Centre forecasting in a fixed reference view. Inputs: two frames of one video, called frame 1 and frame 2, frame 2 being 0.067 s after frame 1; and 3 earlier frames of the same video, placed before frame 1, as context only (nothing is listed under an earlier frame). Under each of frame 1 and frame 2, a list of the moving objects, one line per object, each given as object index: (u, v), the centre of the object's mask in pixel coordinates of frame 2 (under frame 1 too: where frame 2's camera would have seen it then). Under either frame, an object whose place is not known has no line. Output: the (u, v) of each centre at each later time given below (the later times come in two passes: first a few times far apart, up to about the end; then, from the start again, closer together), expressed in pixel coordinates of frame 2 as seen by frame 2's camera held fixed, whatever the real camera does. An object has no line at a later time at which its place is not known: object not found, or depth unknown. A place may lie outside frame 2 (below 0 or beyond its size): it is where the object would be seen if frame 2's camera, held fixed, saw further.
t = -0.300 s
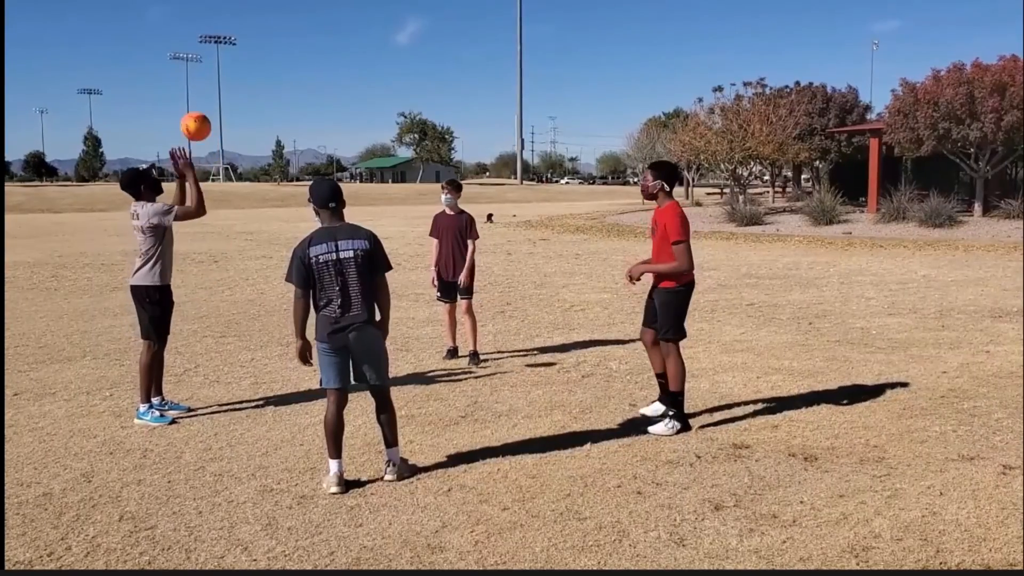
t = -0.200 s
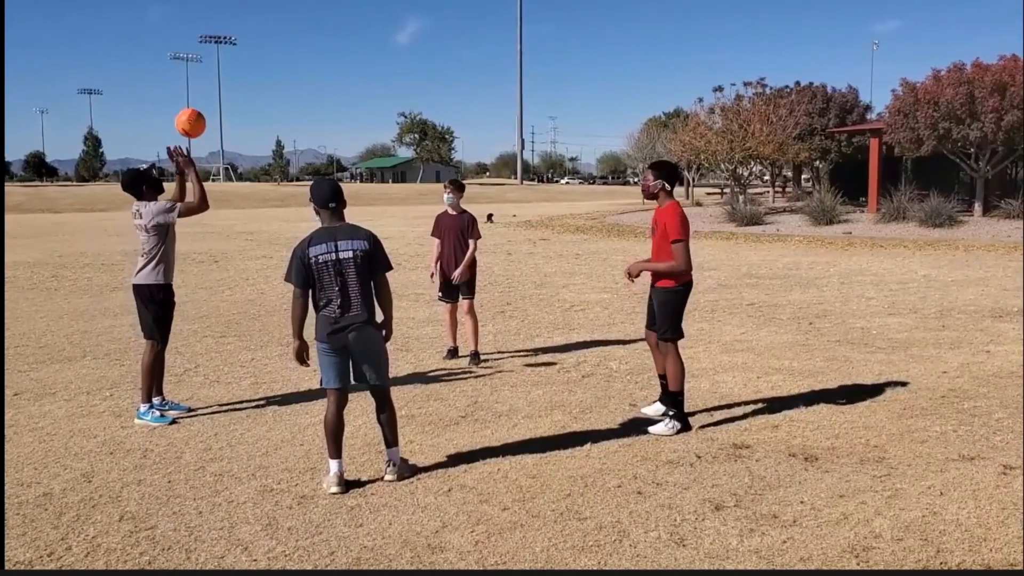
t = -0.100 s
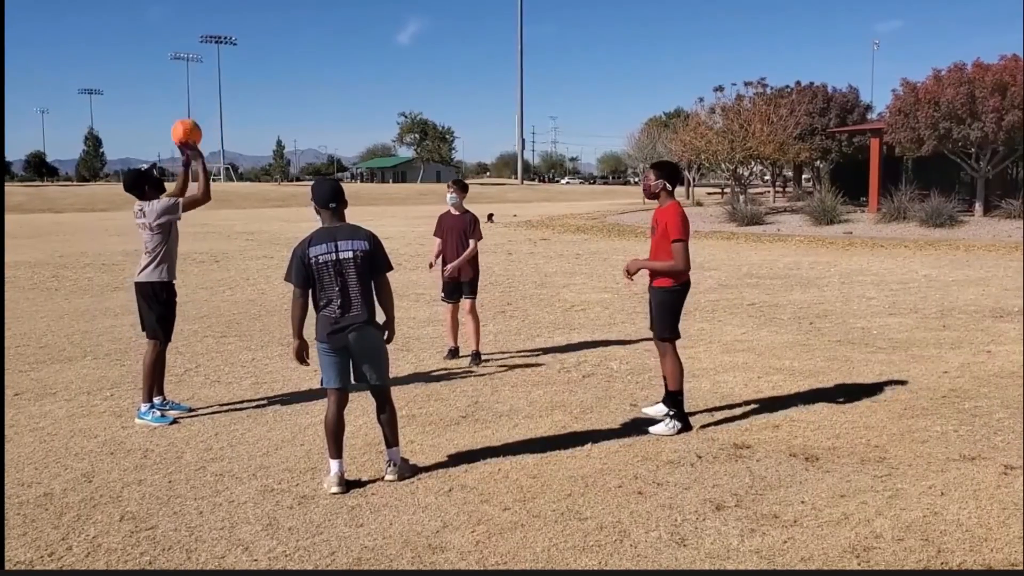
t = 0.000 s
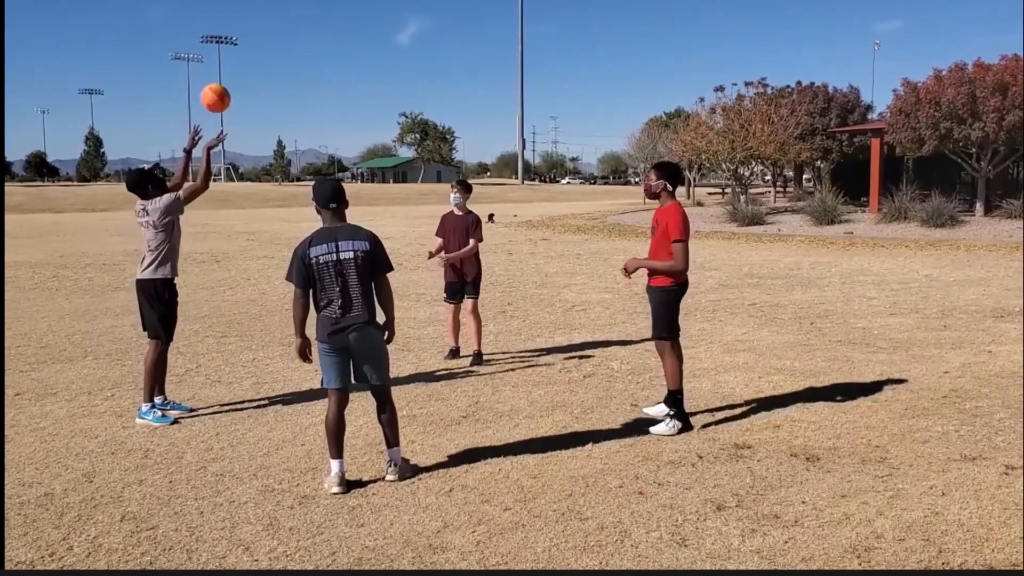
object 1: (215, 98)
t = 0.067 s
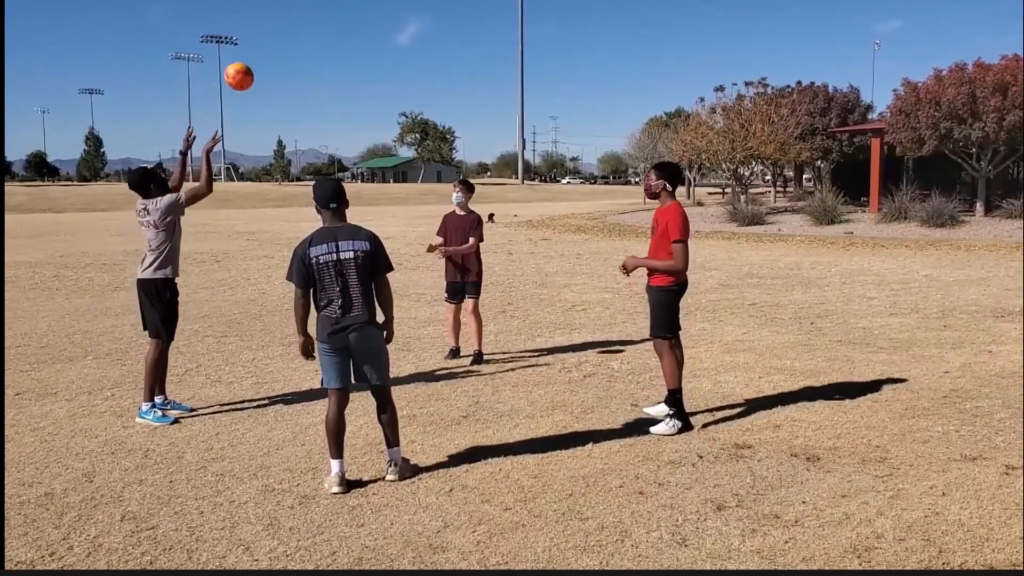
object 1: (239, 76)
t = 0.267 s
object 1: (305, 51)
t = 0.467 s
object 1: (366, 77)
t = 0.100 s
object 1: (250, 68)
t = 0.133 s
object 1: (262, 62)
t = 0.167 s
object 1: (273, 57)
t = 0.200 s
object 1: (284, 54)
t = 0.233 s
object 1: (295, 52)
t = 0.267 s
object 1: (305, 51)
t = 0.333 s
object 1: (326, 55)
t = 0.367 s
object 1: (336, 58)
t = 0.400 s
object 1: (347, 63)
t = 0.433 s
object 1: (356, 70)
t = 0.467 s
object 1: (366, 77)
